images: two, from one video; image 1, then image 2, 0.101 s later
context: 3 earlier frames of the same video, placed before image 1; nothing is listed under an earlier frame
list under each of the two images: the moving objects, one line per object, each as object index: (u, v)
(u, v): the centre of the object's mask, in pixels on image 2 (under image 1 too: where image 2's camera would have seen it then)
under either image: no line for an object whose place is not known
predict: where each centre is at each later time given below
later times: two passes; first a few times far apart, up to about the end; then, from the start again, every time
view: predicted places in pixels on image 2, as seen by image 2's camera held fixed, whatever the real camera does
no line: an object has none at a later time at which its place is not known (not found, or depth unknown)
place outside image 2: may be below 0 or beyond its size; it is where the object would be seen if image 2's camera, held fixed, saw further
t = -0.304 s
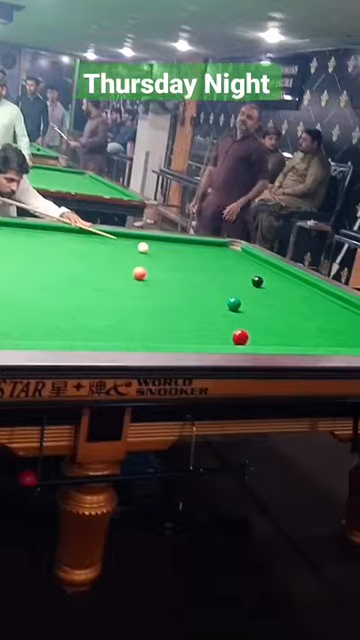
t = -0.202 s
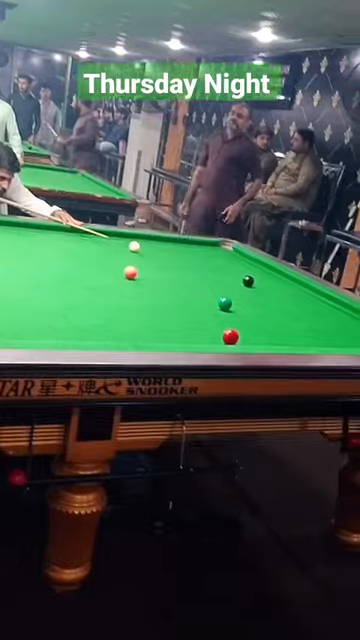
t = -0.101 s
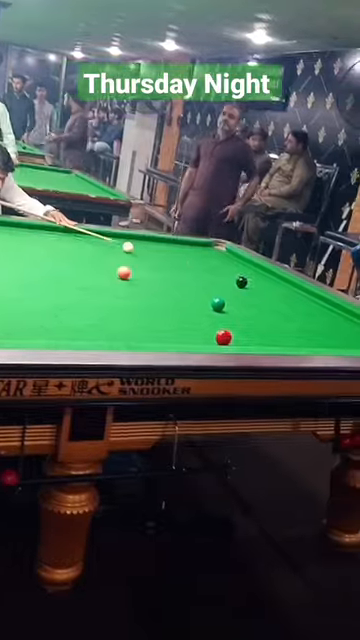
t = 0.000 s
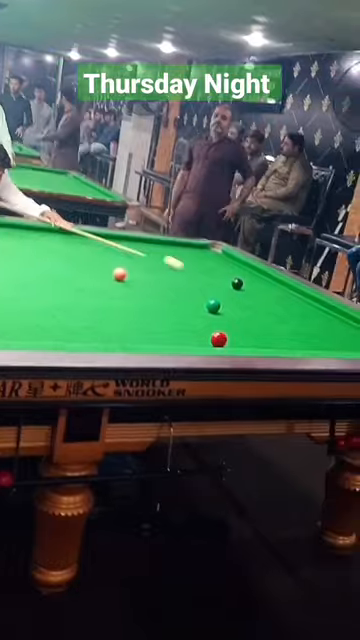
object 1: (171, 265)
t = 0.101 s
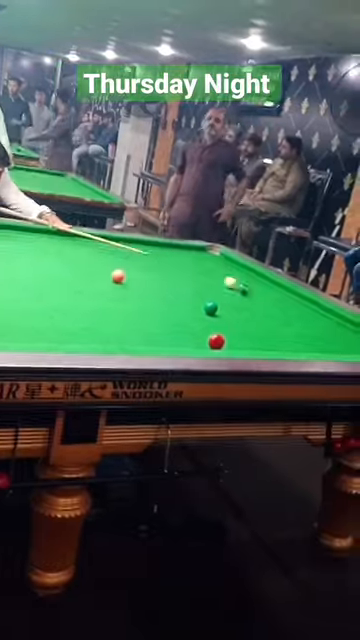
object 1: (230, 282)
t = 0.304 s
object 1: (272, 286)
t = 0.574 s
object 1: (262, 290)
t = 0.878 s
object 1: (227, 295)
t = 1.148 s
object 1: (192, 298)
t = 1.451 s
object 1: (149, 303)
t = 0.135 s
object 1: (236, 283)
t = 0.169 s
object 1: (242, 283)
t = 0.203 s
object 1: (249, 283)
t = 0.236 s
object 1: (256, 285)
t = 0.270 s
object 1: (264, 285)
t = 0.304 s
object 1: (272, 286)
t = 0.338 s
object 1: (281, 287)
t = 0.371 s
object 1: (288, 289)
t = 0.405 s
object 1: (282, 289)
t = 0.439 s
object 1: (278, 289)
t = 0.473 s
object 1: (274, 290)
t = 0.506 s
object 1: (270, 290)
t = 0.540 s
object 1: (267, 290)
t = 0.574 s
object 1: (262, 290)
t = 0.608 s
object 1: (259, 291)
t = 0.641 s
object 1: (256, 291)
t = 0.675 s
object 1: (251, 291)
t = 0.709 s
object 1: (246, 292)
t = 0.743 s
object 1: (243, 293)
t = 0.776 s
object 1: (240, 293)
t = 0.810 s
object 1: (235, 294)
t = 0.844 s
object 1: (231, 294)
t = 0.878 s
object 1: (227, 295)
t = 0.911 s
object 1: (222, 295)
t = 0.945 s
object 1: (218, 295)
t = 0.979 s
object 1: (214, 295)
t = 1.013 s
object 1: (209, 295)
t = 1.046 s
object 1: (205, 296)
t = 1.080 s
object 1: (200, 297)
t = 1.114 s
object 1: (196, 298)
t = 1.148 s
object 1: (192, 298)
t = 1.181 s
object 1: (187, 298)
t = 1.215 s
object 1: (182, 299)
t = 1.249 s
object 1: (177, 299)
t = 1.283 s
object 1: (173, 300)
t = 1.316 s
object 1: (168, 300)
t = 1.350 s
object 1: (164, 301)
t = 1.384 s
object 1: (159, 302)
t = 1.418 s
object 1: (153, 302)
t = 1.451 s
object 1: (149, 303)
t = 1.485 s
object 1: (144, 304)
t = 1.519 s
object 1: (139, 304)
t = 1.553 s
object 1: (134, 304)
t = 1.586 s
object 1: (128, 305)
